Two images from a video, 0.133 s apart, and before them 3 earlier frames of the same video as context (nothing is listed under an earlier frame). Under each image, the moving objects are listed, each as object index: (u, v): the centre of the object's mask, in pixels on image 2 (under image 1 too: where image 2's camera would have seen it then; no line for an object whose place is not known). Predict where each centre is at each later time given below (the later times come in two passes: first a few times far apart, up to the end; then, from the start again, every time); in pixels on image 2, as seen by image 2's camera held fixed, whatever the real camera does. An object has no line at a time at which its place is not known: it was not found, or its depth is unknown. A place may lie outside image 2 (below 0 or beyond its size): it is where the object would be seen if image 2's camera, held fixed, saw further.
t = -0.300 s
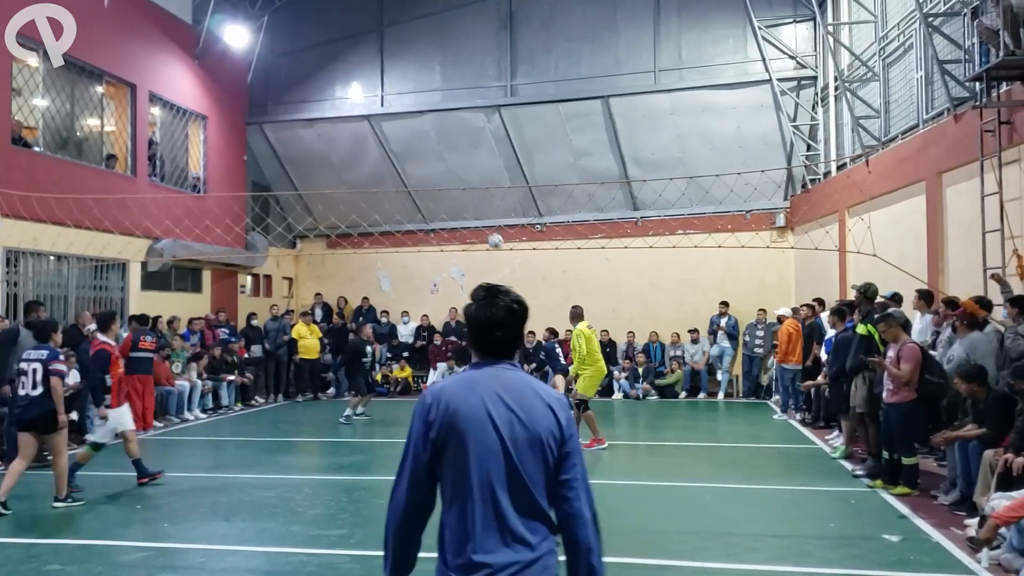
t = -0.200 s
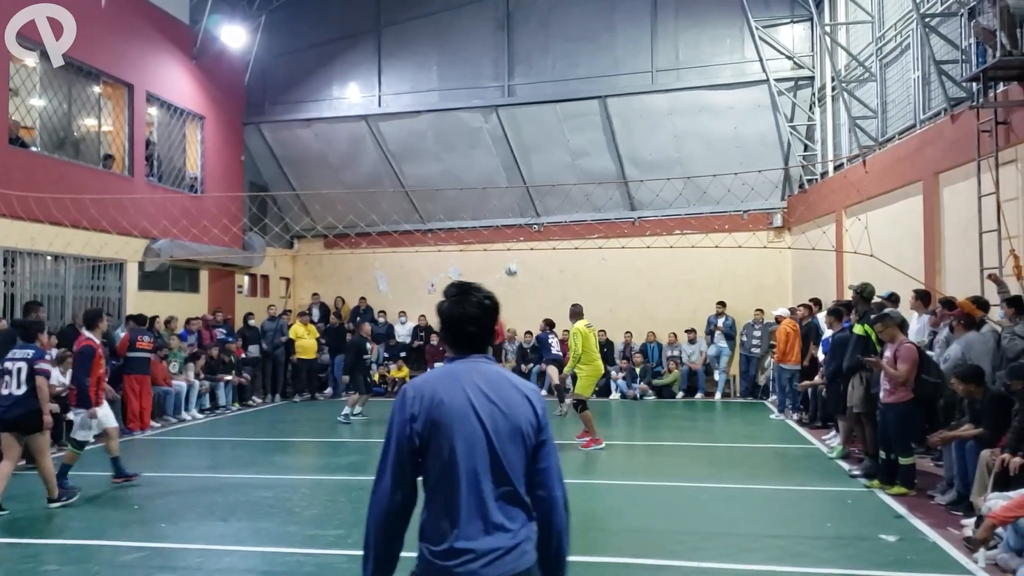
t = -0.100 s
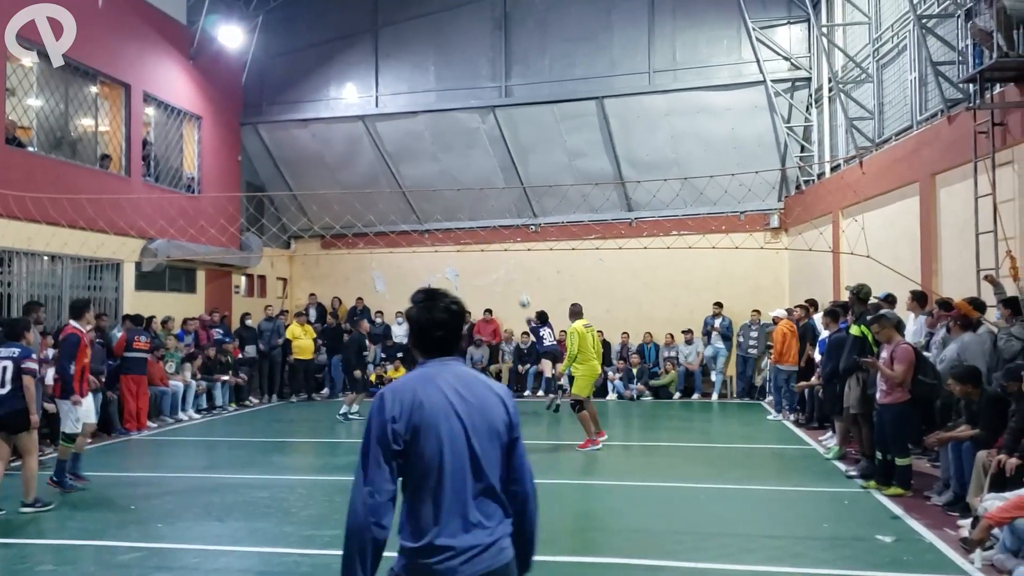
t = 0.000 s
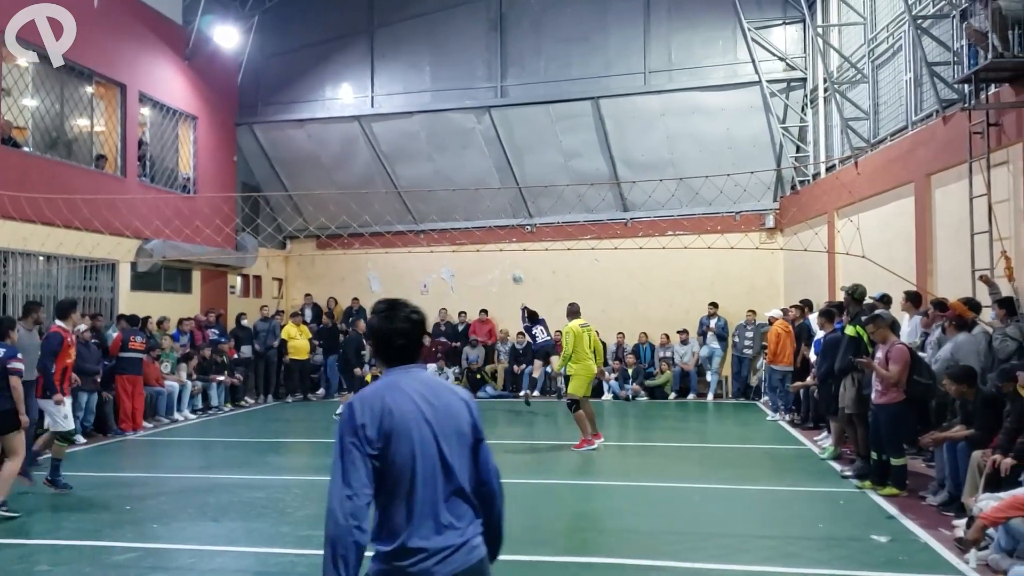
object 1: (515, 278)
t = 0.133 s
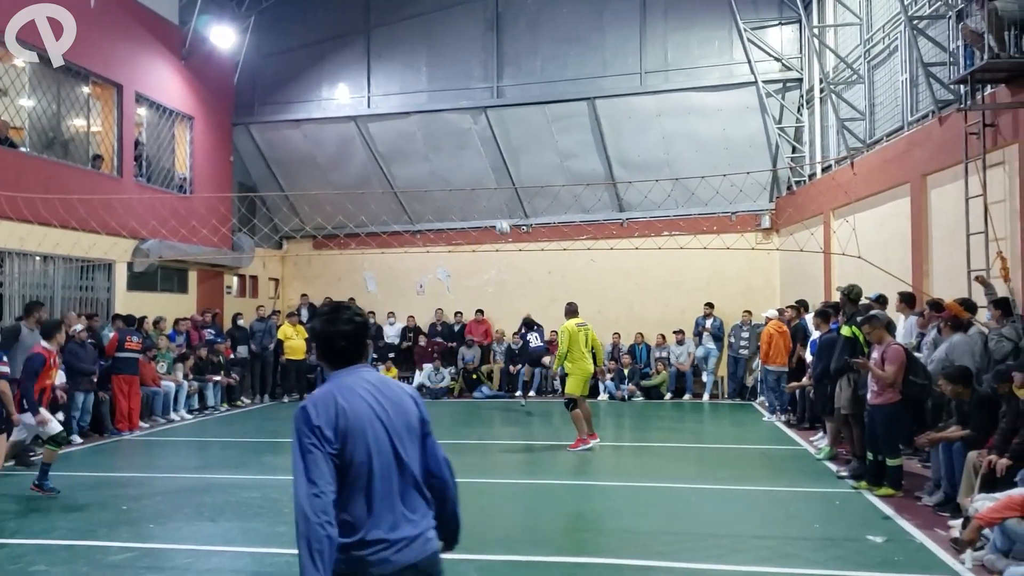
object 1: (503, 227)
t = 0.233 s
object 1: (493, 198)
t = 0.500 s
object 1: (468, 143)
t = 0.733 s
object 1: (445, 131)
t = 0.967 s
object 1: (421, 156)
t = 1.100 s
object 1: (409, 188)
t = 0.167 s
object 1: (499, 217)
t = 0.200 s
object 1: (496, 207)
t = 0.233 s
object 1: (493, 198)
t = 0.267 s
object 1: (490, 188)
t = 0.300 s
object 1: (486, 180)
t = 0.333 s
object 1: (483, 173)
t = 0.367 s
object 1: (480, 165)
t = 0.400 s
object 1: (477, 159)
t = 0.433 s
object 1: (474, 153)
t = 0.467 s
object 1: (471, 148)
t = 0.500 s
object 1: (468, 143)
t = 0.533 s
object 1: (465, 139)
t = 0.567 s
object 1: (461, 136)
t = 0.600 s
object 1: (458, 134)
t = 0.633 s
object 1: (455, 132)
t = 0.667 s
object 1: (452, 131)
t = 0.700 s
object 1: (448, 131)
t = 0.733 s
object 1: (445, 131)
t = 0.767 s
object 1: (442, 132)
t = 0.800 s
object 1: (439, 134)
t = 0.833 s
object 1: (435, 137)
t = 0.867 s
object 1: (432, 141)
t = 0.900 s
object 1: (428, 145)
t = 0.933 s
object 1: (425, 150)
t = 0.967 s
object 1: (421, 156)
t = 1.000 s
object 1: (418, 163)
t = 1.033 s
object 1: (415, 171)
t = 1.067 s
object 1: (412, 180)
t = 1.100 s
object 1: (409, 188)
